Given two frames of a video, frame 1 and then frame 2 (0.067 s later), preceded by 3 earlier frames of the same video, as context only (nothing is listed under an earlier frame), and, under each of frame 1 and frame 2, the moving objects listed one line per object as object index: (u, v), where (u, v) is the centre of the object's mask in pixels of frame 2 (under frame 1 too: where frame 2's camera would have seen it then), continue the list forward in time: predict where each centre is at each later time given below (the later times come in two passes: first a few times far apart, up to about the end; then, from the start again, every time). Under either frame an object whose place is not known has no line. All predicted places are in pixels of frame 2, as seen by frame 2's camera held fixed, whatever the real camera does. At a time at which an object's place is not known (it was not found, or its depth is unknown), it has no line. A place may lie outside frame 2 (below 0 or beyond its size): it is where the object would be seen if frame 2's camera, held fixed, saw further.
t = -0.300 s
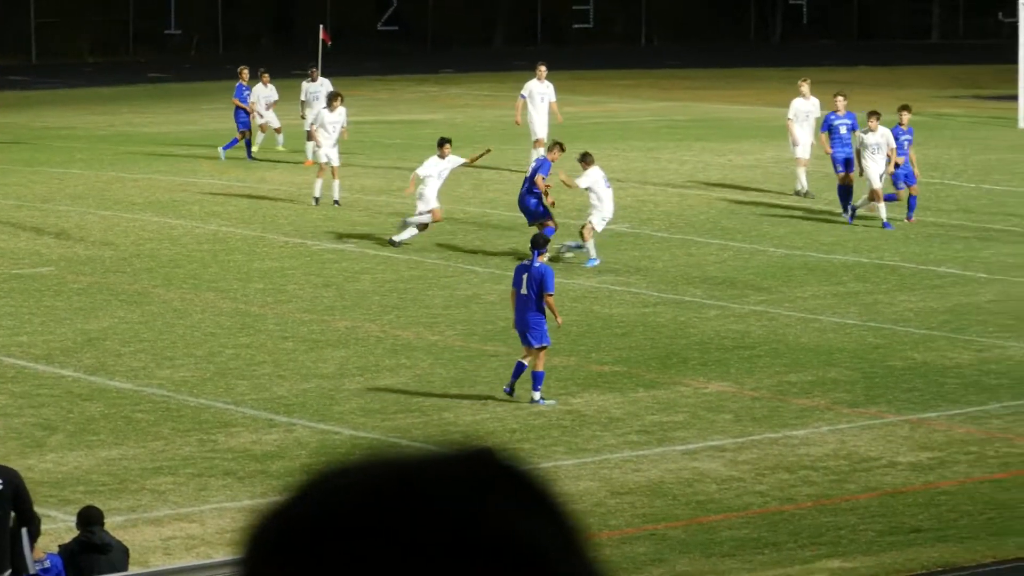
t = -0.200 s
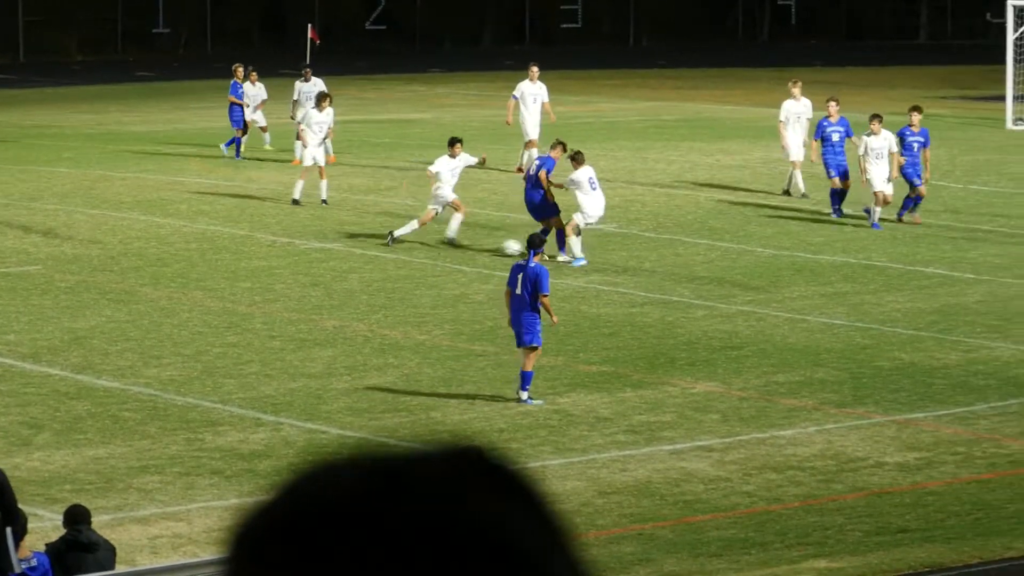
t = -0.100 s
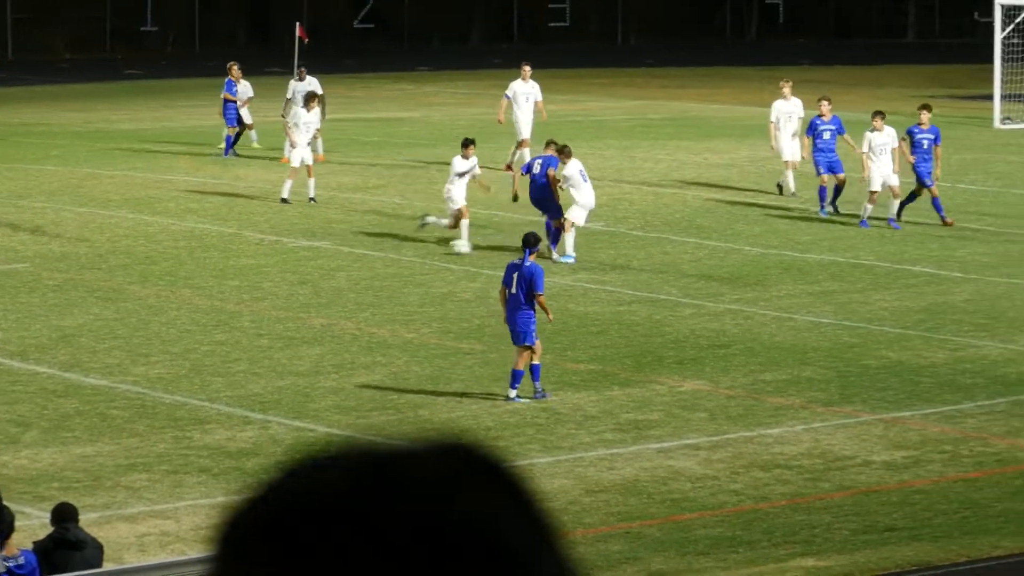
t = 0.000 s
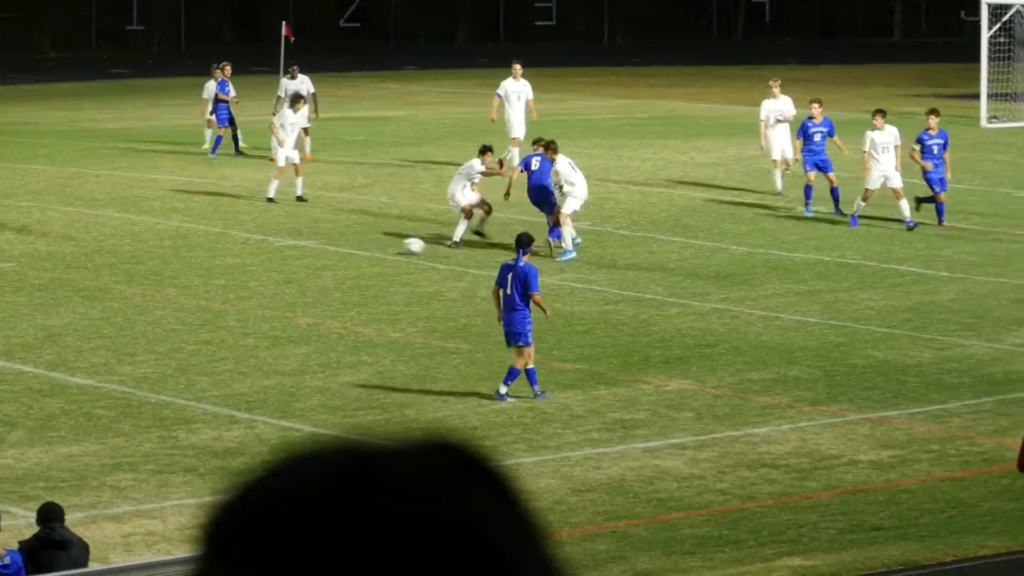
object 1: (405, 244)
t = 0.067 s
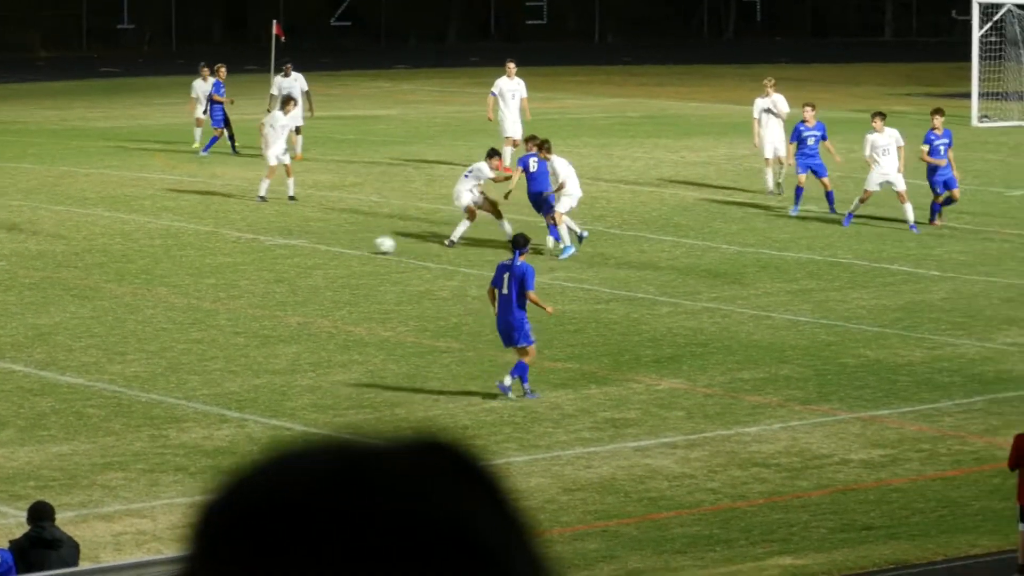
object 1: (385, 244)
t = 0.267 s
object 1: (329, 246)
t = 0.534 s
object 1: (259, 246)
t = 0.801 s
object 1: (193, 244)
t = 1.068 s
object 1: (133, 245)
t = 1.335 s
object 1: (77, 248)
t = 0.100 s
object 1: (375, 246)
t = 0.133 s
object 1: (365, 247)
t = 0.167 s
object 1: (356, 247)
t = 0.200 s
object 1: (347, 246)
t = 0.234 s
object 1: (338, 246)
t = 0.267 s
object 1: (329, 246)
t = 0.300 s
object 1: (321, 245)
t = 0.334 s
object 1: (311, 245)
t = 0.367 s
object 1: (303, 245)
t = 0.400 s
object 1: (294, 245)
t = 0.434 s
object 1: (285, 245)
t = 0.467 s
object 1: (277, 244)
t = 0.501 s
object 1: (267, 245)
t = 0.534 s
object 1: (259, 246)
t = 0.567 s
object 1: (250, 246)
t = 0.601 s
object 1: (242, 245)
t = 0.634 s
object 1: (234, 245)
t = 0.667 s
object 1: (226, 245)
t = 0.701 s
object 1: (218, 246)
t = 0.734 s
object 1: (210, 245)
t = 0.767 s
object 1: (201, 245)
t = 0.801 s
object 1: (193, 244)
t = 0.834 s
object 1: (185, 243)
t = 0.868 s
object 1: (179, 242)
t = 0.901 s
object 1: (170, 243)
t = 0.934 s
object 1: (163, 243)
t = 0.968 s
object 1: (155, 243)
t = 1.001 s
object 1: (147, 244)
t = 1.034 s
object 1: (139, 246)
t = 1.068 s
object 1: (133, 245)
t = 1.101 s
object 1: (125, 246)
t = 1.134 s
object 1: (118, 246)
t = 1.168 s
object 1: (111, 246)
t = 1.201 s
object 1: (104, 246)
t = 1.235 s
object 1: (98, 247)
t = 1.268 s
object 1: (90, 247)
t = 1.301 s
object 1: (84, 248)
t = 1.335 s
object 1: (77, 248)
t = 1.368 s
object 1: (71, 249)
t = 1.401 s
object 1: (65, 249)
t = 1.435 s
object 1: (58, 248)
